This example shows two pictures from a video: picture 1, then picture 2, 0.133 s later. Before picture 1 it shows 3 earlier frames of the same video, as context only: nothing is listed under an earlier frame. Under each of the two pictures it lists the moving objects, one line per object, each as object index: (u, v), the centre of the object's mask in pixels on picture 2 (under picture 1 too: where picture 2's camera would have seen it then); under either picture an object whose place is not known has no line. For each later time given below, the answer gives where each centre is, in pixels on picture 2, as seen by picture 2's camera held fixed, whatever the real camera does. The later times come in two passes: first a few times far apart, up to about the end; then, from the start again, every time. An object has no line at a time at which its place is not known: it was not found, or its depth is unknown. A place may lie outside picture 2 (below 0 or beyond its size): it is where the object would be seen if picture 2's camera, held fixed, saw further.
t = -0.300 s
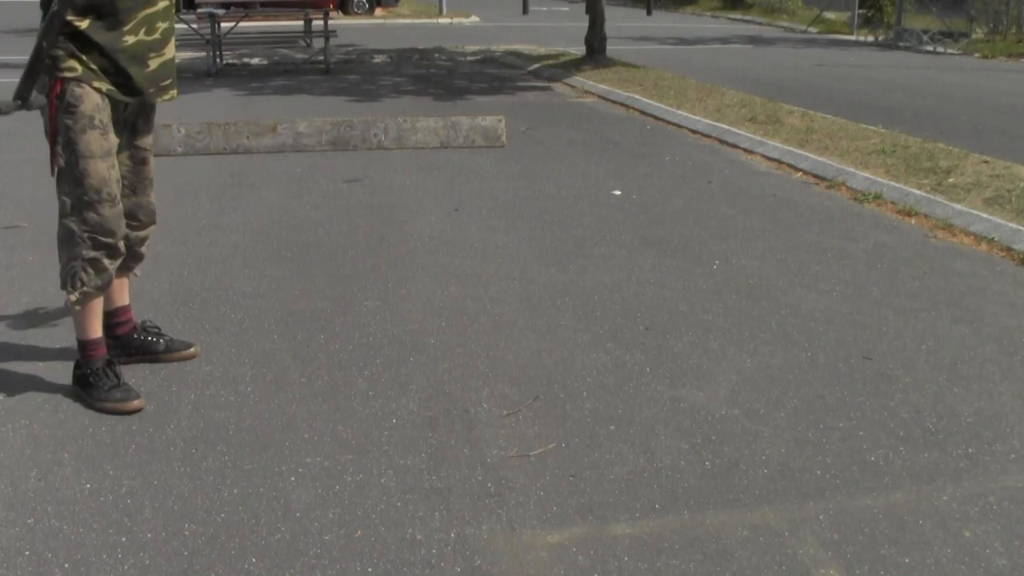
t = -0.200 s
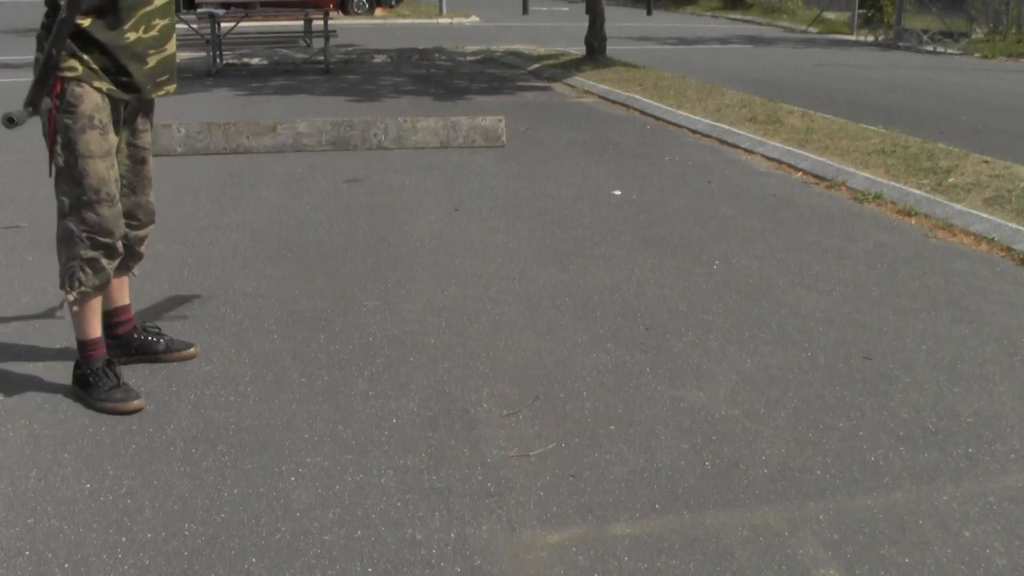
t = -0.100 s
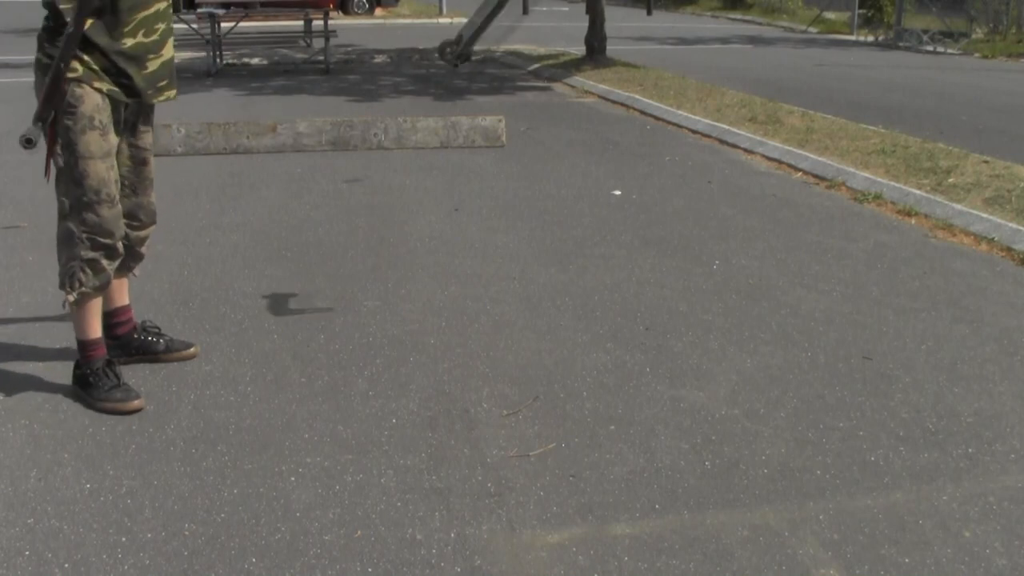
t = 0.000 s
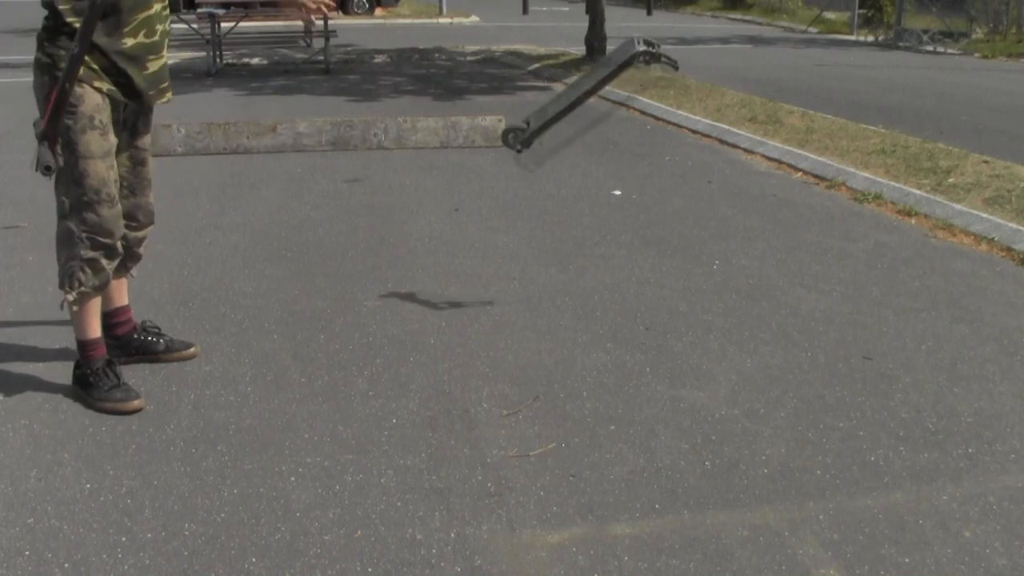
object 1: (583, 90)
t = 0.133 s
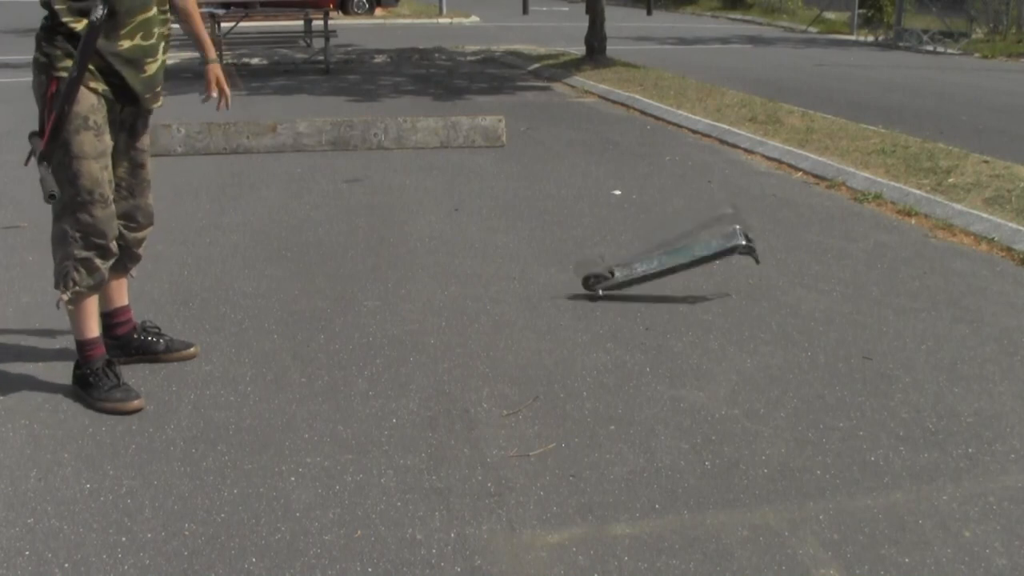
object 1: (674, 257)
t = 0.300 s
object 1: (742, 256)
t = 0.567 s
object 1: (836, 303)
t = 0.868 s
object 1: (897, 304)
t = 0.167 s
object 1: (683, 270)
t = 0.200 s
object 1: (703, 264)
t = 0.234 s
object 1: (720, 258)
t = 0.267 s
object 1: (729, 254)
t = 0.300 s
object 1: (742, 256)
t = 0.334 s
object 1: (756, 252)
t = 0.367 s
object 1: (768, 251)
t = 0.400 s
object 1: (777, 251)
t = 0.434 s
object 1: (792, 257)
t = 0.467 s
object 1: (803, 266)
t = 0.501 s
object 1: (816, 278)
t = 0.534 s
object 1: (830, 294)
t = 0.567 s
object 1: (836, 303)
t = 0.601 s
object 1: (838, 304)
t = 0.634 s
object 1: (849, 301)
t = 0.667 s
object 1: (867, 300)
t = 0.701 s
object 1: (875, 303)
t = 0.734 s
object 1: (882, 306)
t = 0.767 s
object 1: (886, 304)
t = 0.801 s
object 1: (888, 304)
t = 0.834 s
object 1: (895, 305)
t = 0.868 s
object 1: (897, 304)
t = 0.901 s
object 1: (899, 304)
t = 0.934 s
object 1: (899, 304)
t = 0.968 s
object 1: (898, 304)
